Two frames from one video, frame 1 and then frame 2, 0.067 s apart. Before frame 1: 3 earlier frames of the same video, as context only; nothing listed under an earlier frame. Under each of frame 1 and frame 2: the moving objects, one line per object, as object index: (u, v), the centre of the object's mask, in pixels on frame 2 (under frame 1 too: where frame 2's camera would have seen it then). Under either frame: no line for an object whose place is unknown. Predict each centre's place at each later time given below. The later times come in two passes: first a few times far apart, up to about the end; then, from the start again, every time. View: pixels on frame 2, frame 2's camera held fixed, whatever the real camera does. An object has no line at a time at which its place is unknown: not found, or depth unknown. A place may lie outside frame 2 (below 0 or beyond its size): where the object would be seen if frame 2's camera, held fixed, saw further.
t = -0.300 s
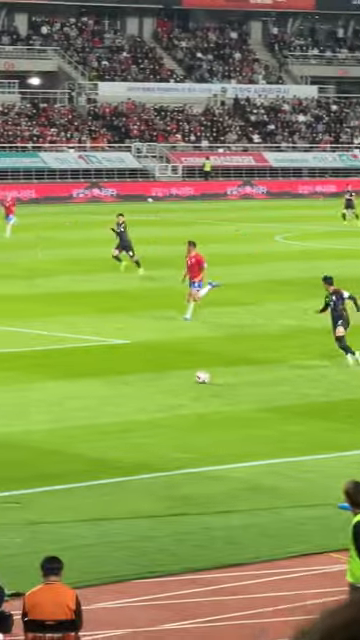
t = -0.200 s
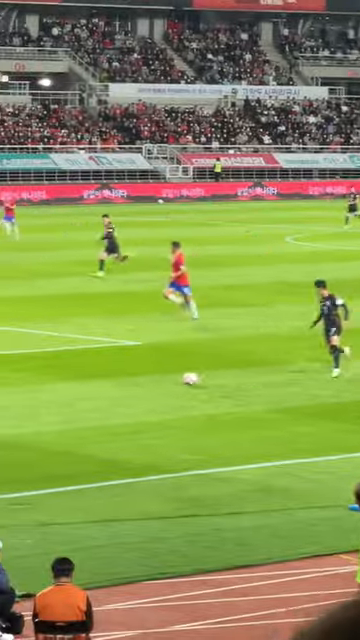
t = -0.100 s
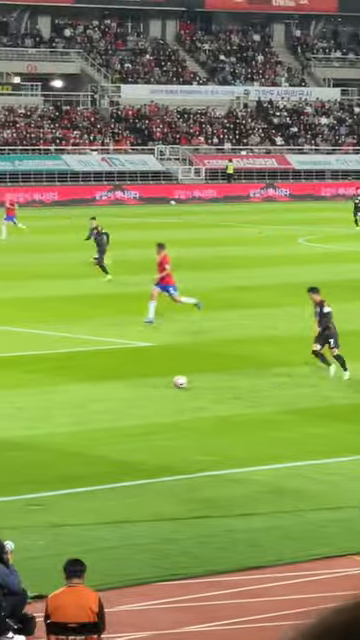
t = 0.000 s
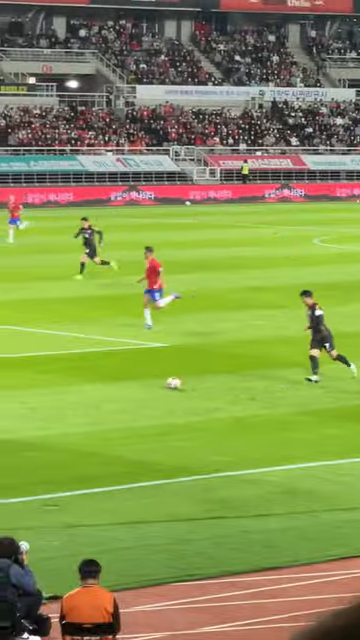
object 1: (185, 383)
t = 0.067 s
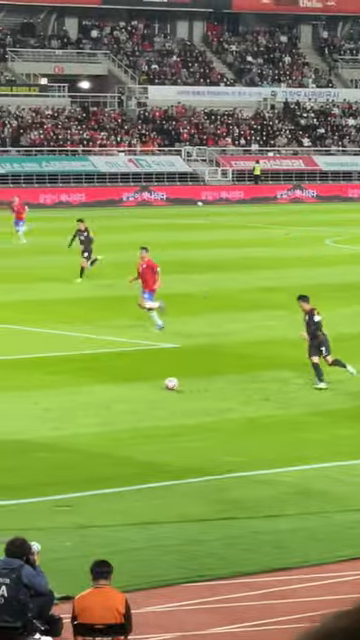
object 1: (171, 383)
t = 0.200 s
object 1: (143, 384)
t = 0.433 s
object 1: (96, 386)
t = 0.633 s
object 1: (56, 387)
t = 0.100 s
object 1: (164, 384)
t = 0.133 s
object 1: (157, 384)
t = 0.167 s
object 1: (150, 384)
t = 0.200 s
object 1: (143, 384)
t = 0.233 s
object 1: (136, 385)
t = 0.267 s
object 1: (130, 385)
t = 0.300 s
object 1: (123, 385)
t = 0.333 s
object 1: (116, 385)
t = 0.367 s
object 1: (109, 386)
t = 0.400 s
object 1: (102, 386)
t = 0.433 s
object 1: (96, 386)
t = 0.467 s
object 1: (89, 387)
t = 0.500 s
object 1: (83, 387)
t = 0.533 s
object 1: (75, 387)
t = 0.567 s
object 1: (69, 387)
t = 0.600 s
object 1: (63, 387)
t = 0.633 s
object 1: (56, 387)
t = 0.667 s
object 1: (49, 388)
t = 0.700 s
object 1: (43, 388)
